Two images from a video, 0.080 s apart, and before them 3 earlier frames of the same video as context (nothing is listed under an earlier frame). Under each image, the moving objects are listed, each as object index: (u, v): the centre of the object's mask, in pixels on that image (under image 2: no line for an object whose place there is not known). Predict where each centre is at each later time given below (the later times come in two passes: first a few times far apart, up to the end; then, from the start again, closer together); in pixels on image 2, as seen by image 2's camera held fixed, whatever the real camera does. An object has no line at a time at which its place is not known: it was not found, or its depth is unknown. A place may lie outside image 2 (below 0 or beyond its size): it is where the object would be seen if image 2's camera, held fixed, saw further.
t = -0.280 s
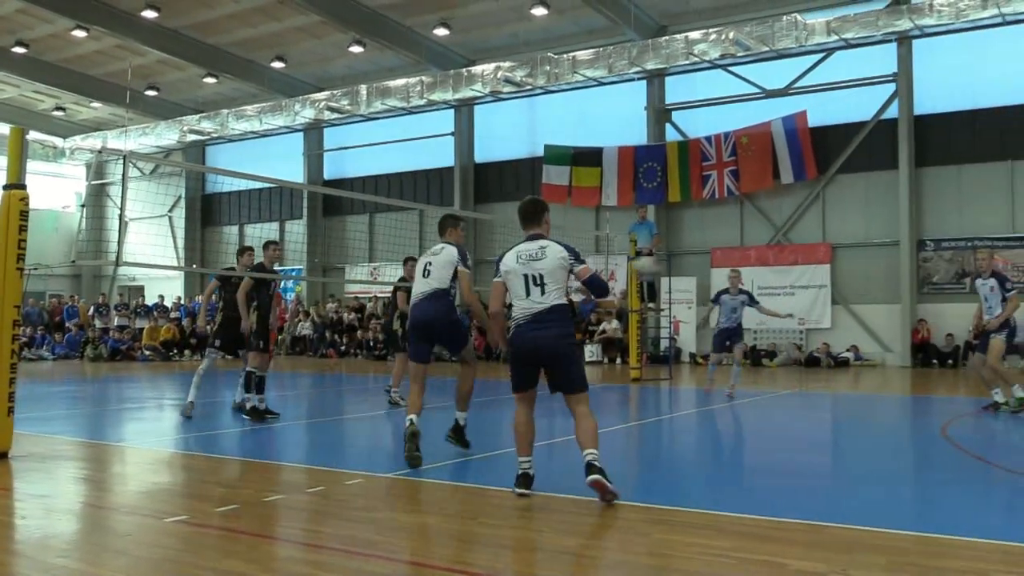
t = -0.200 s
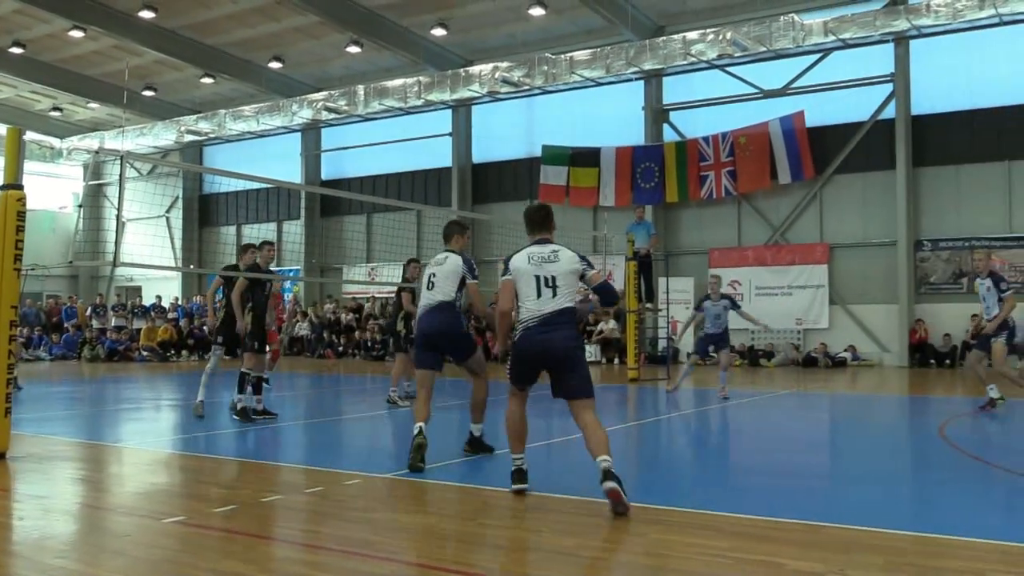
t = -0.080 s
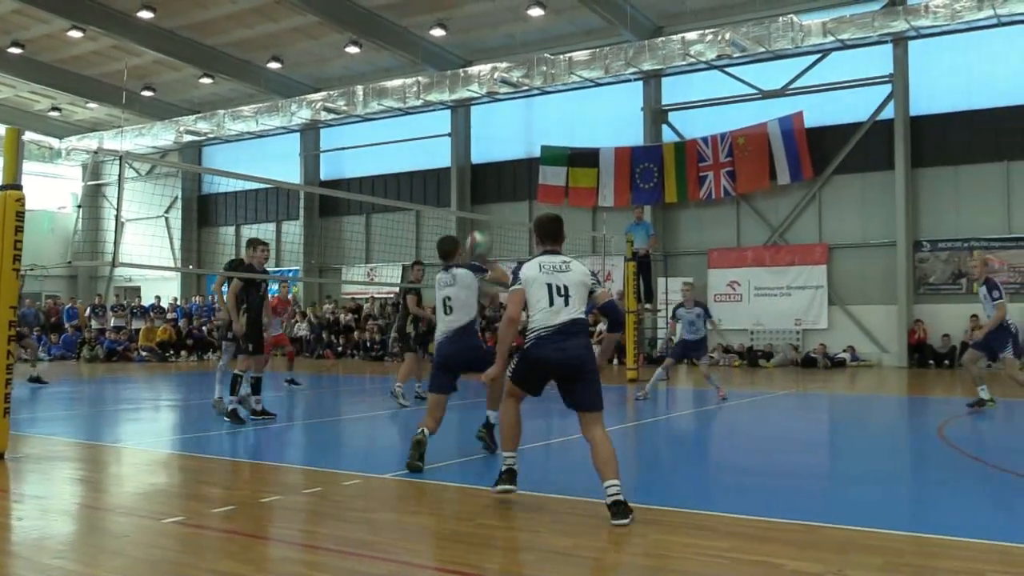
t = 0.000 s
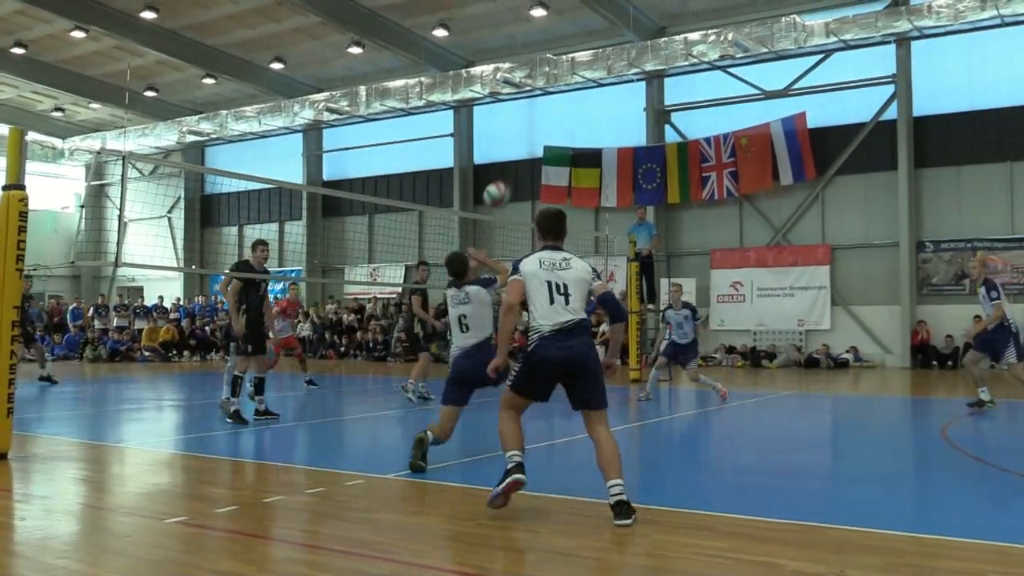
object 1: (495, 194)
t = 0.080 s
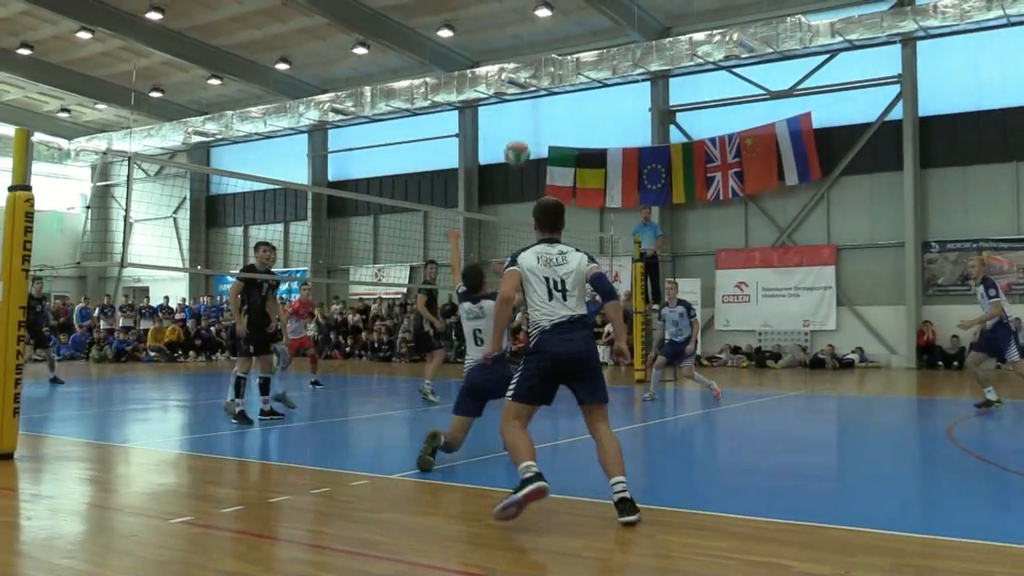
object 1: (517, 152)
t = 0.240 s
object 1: (546, 92)
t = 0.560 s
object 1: (607, 60)
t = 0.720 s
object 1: (636, 91)
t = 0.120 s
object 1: (524, 135)
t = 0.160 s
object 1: (531, 119)
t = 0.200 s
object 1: (539, 104)
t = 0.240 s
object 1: (546, 92)
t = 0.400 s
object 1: (575, 61)
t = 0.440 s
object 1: (584, 57)
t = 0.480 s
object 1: (591, 57)
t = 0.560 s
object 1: (607, 60)
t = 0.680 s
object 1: (628, 81)
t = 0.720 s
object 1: (636, 91)
